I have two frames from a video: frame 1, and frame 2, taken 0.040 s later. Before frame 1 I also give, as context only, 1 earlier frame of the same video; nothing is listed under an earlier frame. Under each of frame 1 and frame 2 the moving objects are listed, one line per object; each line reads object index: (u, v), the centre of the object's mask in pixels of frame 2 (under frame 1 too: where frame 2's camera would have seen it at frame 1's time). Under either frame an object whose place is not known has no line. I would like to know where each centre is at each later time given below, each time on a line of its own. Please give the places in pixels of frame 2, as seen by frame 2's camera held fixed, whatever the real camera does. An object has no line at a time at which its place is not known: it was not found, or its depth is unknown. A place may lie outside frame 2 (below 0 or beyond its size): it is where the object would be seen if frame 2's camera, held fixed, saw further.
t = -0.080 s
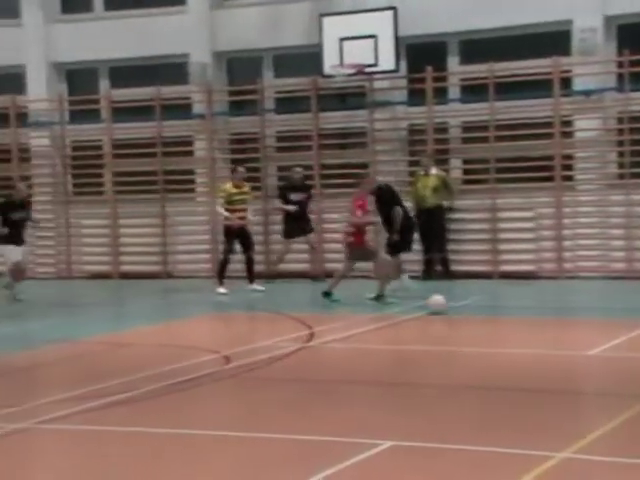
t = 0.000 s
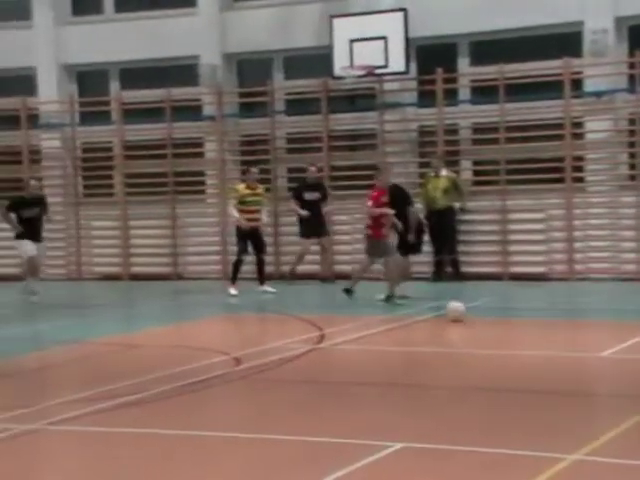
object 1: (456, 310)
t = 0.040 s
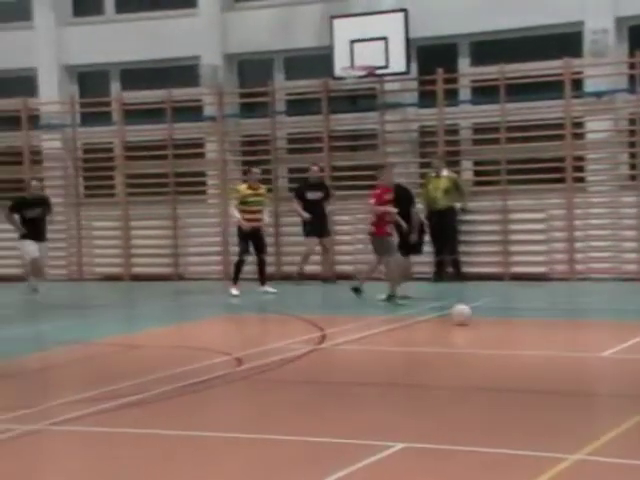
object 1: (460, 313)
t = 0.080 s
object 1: (464, 316)
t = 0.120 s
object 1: (468, 319)
